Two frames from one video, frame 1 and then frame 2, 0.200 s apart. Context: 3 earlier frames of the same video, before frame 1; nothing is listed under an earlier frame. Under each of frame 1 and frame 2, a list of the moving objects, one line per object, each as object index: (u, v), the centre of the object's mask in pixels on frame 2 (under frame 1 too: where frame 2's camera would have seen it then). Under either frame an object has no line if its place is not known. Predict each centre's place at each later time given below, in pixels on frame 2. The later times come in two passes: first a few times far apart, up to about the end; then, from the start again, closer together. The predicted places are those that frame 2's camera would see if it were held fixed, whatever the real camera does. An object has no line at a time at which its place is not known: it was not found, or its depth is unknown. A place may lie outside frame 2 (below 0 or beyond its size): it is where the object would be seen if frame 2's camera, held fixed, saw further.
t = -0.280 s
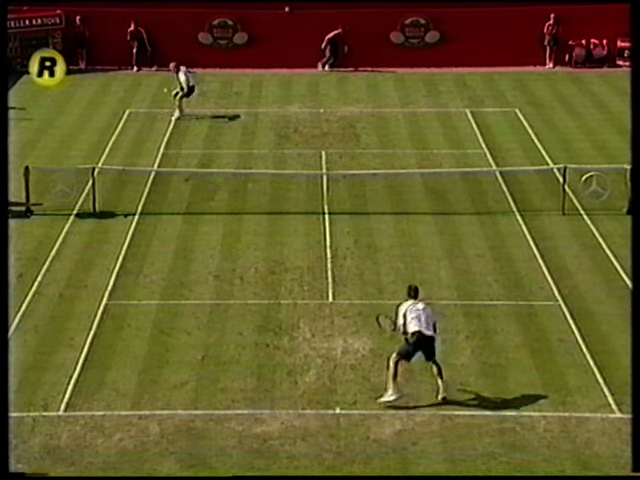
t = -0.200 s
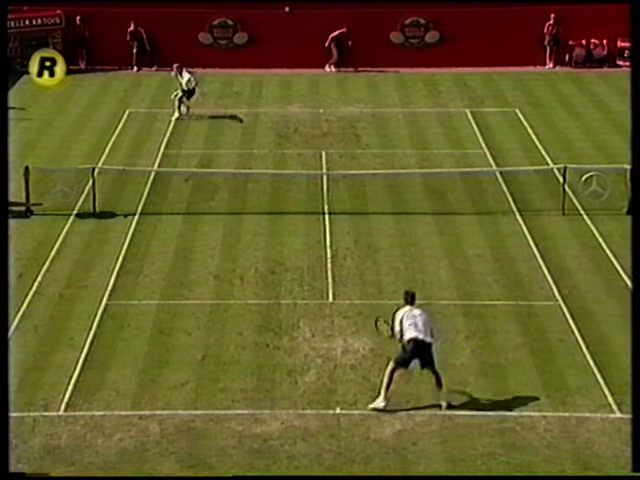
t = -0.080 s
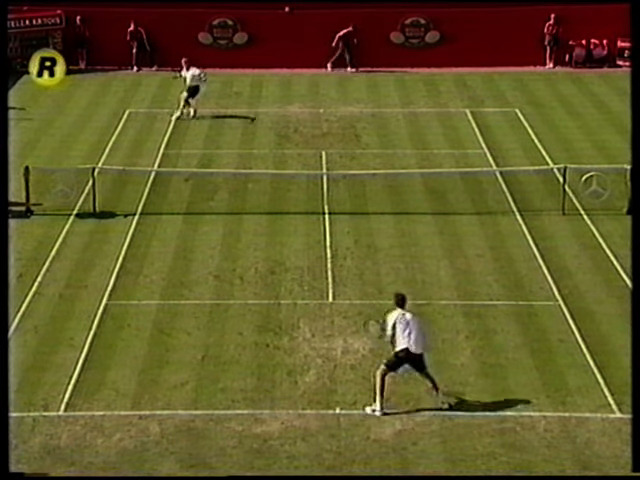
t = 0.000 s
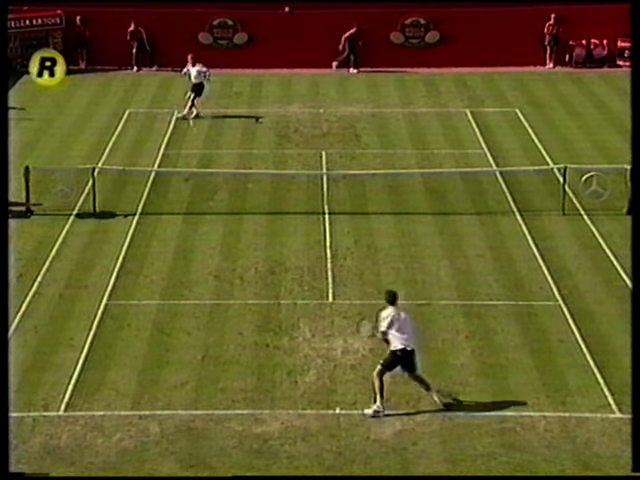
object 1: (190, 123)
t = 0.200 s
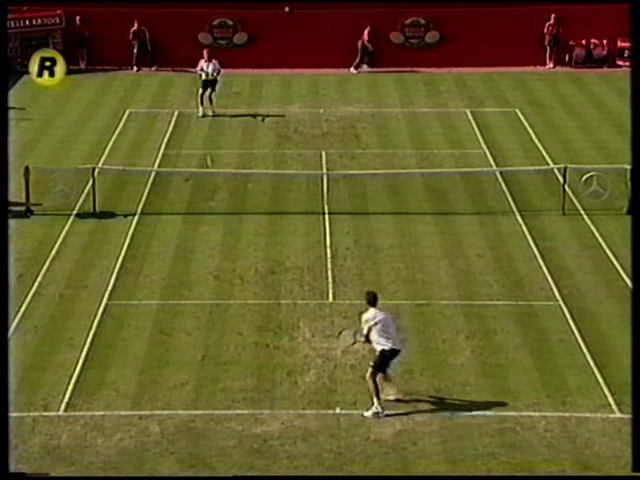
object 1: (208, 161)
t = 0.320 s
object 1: (219, 192)
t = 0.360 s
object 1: (222, 206)
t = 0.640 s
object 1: (249, 317)
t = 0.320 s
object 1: (219, 192)
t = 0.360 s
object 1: (222, 206)
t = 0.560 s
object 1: (241, 279)
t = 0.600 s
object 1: (244, 294)
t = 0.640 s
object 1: (249, 317)
